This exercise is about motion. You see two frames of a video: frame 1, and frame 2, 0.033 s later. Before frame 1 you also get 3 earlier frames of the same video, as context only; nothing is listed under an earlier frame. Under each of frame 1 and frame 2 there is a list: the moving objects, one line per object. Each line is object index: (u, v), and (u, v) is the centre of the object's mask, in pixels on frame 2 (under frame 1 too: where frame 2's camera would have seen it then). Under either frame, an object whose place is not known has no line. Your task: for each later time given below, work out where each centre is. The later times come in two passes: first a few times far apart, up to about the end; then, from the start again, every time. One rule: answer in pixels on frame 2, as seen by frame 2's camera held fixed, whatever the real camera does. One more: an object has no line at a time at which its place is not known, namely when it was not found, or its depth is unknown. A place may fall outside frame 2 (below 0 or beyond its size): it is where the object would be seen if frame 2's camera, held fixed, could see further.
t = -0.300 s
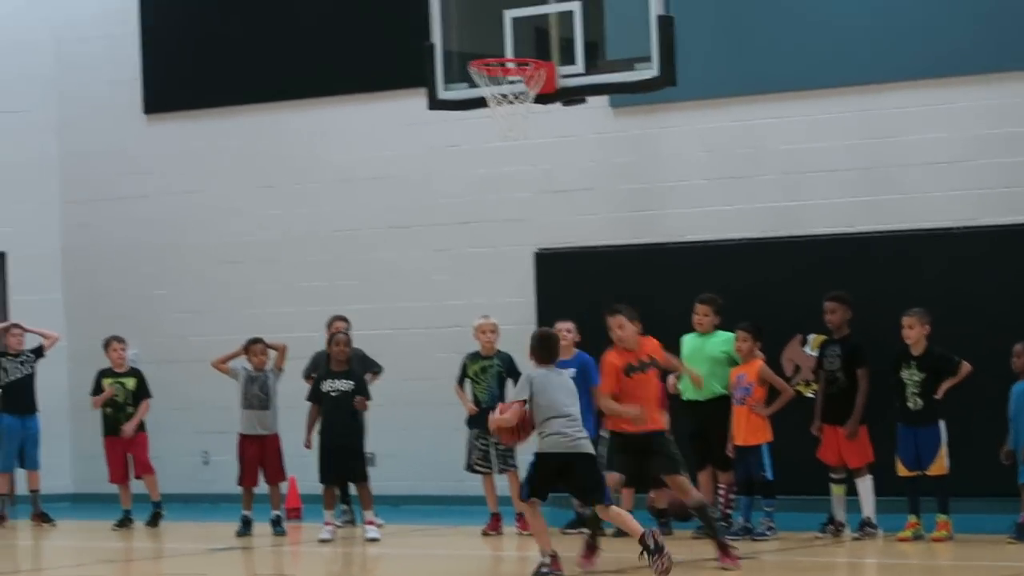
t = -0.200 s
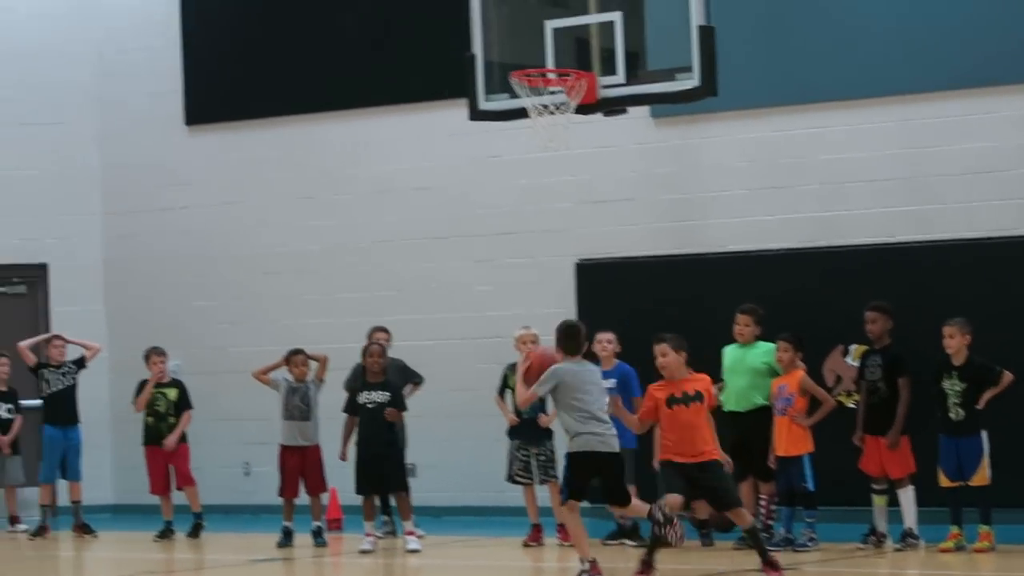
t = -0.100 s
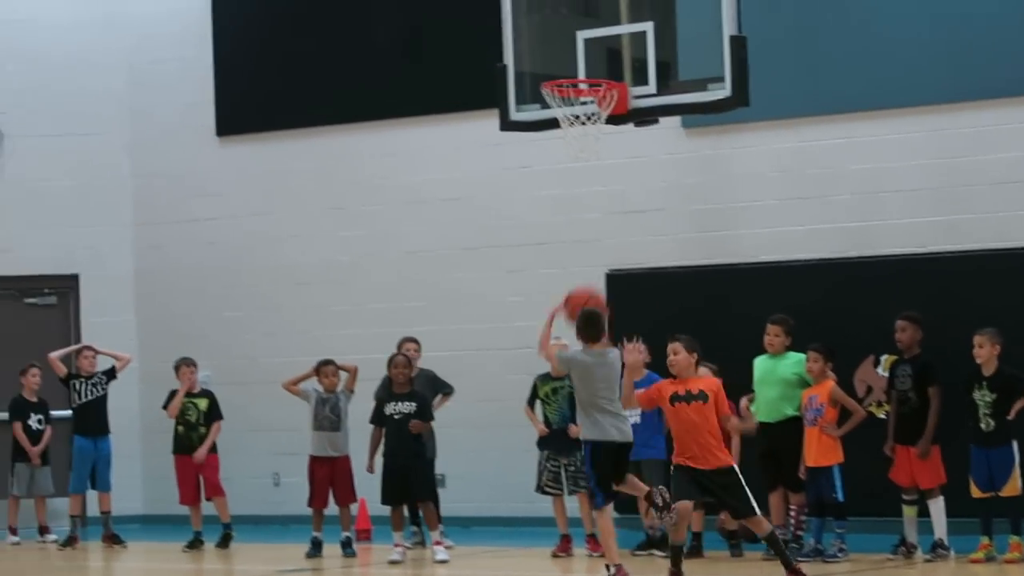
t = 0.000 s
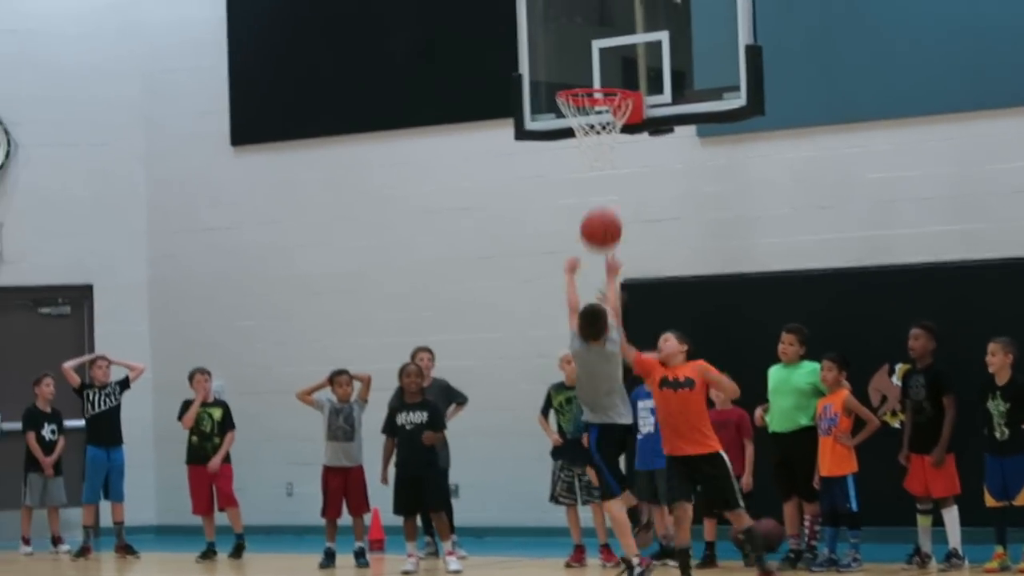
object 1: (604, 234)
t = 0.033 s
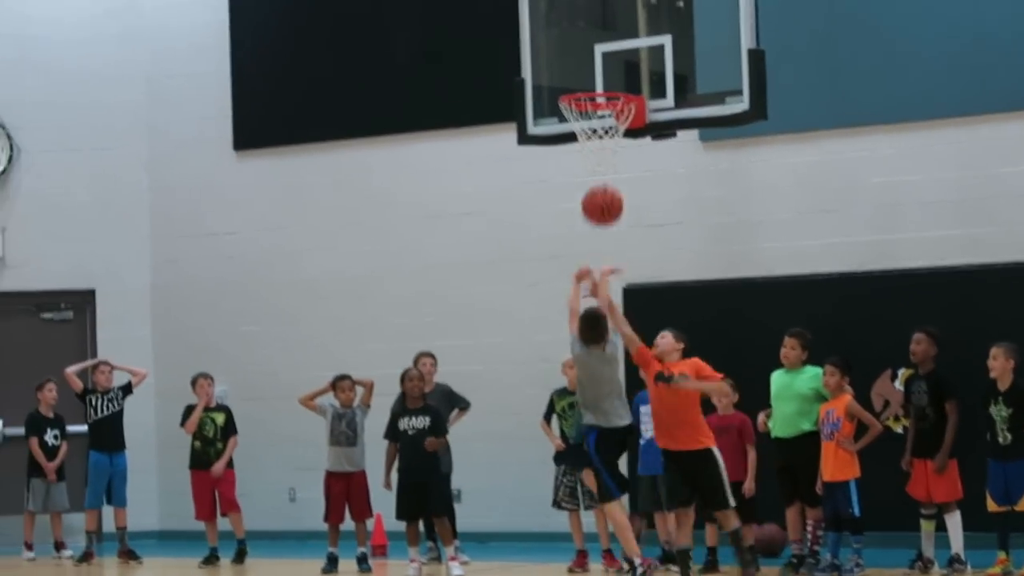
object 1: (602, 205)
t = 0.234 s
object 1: (597, 77)
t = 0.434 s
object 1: (593, 22)
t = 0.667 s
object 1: (592, 42)
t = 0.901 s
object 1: (596, 55)
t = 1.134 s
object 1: (605, 78)
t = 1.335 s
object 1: (610, 162)
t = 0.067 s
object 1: (601, 179)
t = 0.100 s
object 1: (600, 154)
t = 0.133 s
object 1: (599, 132)
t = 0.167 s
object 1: (599, 111)
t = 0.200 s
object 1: (597, 93)
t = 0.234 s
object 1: (597, 77)
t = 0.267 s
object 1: (596, 63)
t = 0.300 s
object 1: (595, 51)
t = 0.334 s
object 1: (594, 40)
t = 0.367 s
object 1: (594, 32)
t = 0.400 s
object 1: (593, 26)
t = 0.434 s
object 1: (593, 22)
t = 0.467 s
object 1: (592, 20)
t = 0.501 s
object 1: (592, 20)
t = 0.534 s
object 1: (592, 21)
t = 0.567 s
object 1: (592, 23)
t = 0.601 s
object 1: (591, 28)
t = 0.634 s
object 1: (591, 34)
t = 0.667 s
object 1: (592, 42)
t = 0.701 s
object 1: (592, 52)
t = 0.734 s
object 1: (592, 64)
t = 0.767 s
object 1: (593, 75)
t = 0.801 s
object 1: (593, 69)
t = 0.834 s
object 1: (594, 63)
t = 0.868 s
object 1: (595, 58)
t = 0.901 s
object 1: (596, 55)
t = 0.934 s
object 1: (597, 53)
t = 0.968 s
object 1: (598, 54)
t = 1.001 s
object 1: (599, 56)
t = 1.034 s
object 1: (600, 59)
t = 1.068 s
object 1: (602, 65)
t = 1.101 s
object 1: (604, 72)
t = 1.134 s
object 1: (605, 78)
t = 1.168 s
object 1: (606, 84)
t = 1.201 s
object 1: (606, 104)
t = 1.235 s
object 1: (609, 116)
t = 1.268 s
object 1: (610, 134)
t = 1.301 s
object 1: (611, 148)
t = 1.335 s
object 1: (610, 162)
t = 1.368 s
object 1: (610, 178)
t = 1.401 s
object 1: (609, 193)
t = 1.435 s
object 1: (609, 211)
